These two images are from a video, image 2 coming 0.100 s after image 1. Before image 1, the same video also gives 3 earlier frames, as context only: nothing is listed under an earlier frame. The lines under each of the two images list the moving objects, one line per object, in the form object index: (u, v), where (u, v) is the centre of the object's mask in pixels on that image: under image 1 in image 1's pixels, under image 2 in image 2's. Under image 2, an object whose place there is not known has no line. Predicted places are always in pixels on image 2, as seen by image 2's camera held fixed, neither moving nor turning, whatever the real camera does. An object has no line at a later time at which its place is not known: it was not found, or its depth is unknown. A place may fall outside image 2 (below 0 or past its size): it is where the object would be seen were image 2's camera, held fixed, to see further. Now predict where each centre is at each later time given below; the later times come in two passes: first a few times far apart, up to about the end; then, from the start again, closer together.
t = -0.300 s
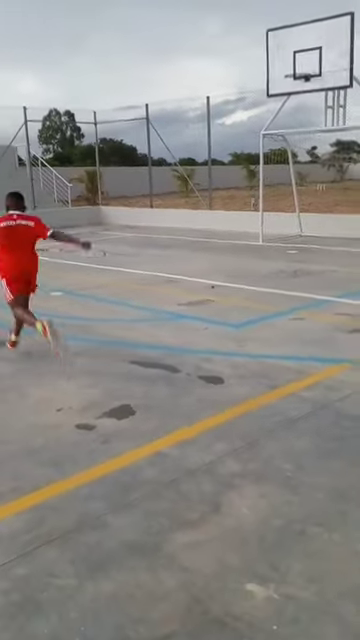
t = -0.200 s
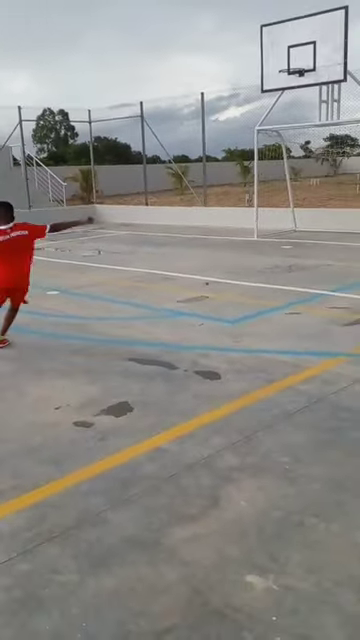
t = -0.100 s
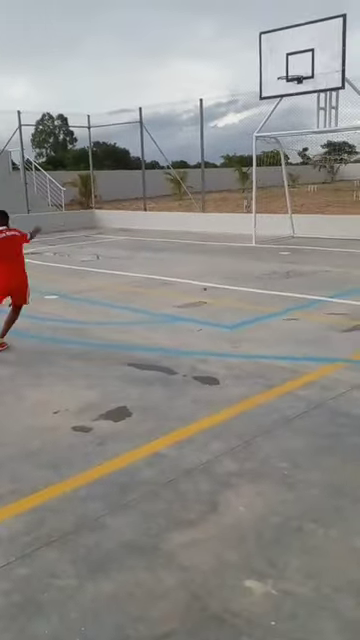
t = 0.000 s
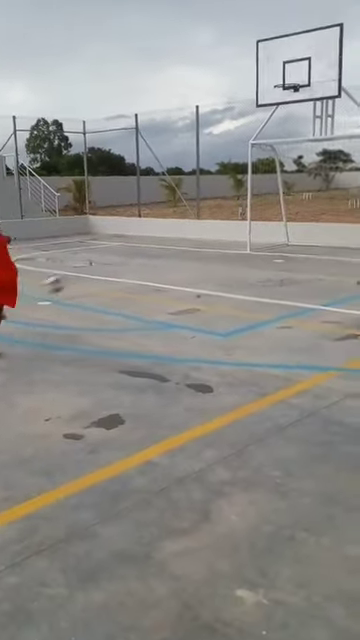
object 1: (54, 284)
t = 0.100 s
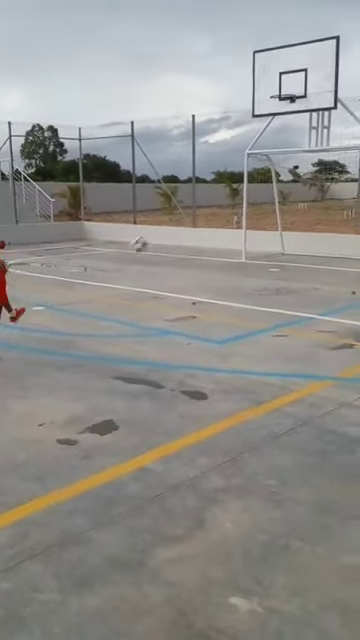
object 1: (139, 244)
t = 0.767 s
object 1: (318, 238)
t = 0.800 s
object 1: (313, 246)
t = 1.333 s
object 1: (248, 231)
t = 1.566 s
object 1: (218, 260)
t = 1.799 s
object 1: (185, 255)
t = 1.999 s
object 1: (158, 256)
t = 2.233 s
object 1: (126, 280)
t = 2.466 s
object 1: (90, 274)
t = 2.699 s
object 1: (53, 284)
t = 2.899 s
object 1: (18, 290)
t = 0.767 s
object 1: (318, 238)
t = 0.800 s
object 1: (313, 246)
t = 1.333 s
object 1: (248, 231)
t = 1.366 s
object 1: (244, 233)
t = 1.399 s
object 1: (240, 236)
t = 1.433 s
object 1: (235, 241)
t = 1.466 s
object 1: (230, 245)
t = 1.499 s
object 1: (225, 249)
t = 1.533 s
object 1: (220, 256)
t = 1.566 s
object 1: (218, 260)
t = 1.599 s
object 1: (210, 266)
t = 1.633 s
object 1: (207, 271)
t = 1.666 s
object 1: (202, 267)
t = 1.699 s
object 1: (198, 263)
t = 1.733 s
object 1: (193, 260)
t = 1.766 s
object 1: (188, 257)
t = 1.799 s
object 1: (185, 255)
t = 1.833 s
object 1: (182, 254)
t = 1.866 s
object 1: (177, 253)
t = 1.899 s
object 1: (172, 253)
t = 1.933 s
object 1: (168, 253)
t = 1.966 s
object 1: (163, 255)
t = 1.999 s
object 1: (158, 256)
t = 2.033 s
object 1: (153, 259)
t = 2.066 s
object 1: (149, 261)
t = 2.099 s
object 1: (145, 266)
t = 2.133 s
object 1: (141, 269)
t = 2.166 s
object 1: (136, 275)
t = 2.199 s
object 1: (132, 282)
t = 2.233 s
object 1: (126, 280)
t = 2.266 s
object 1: (121, 277)
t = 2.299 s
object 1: (116, 275)
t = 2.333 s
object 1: (111, 273)
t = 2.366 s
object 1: (106, 272)
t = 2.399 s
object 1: (101, 272)
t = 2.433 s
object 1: (96, 272)
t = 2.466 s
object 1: (90, 274)
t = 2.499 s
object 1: (85, 276)
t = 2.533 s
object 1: (80, 278)
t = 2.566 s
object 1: (74, 282)
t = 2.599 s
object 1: (69, 286)
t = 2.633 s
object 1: (64, 288)
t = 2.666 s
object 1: (58, 286)
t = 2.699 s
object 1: (53, 284)
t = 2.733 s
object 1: (46, 284)
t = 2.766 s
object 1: (42, 284)
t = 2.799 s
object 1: (36, 284)
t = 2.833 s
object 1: (30, 286)
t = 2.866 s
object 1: (24, 288)
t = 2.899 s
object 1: (18, 290)
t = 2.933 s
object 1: (12, 295)
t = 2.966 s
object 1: (6, 292)
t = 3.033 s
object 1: (-6, 291)
